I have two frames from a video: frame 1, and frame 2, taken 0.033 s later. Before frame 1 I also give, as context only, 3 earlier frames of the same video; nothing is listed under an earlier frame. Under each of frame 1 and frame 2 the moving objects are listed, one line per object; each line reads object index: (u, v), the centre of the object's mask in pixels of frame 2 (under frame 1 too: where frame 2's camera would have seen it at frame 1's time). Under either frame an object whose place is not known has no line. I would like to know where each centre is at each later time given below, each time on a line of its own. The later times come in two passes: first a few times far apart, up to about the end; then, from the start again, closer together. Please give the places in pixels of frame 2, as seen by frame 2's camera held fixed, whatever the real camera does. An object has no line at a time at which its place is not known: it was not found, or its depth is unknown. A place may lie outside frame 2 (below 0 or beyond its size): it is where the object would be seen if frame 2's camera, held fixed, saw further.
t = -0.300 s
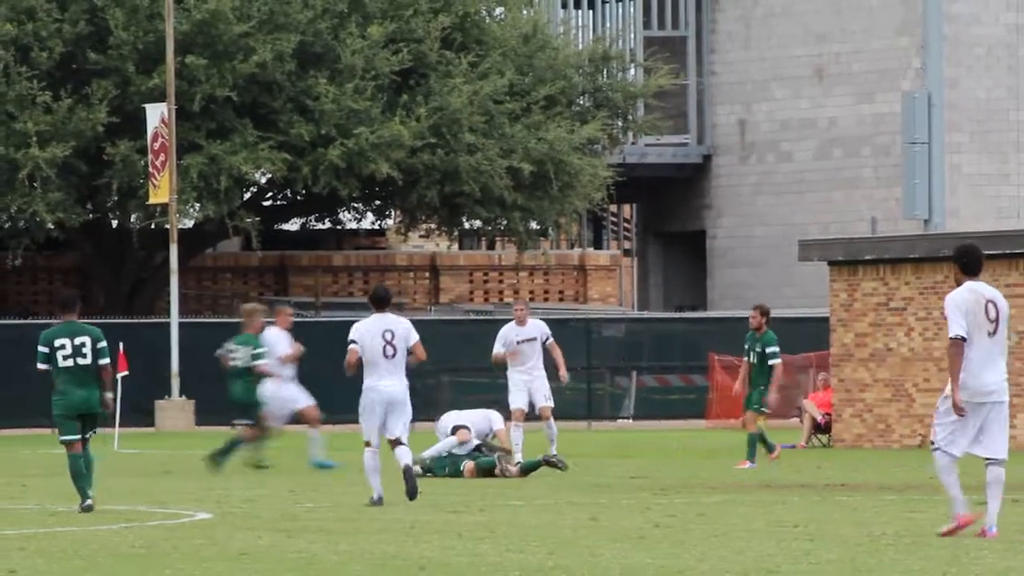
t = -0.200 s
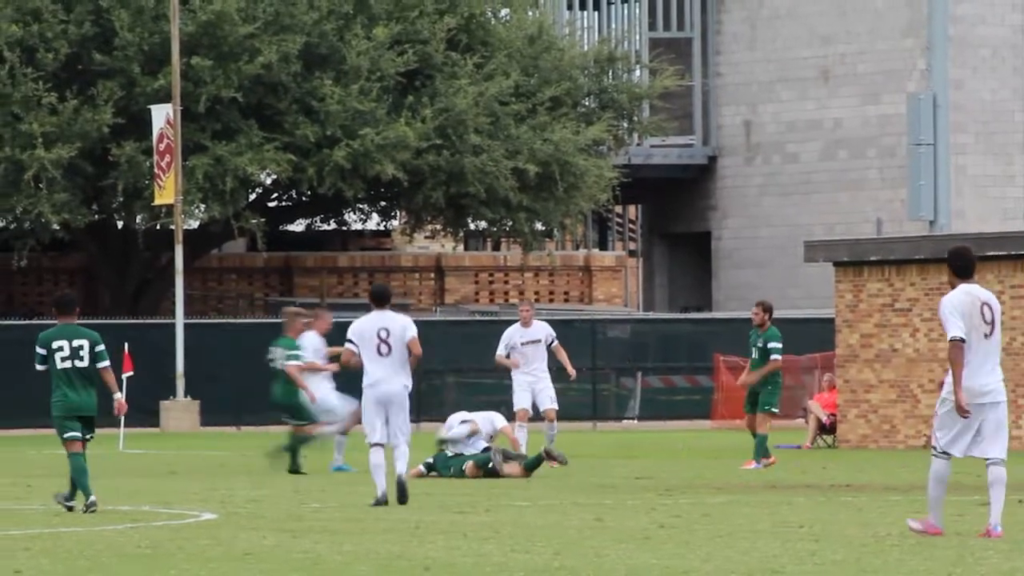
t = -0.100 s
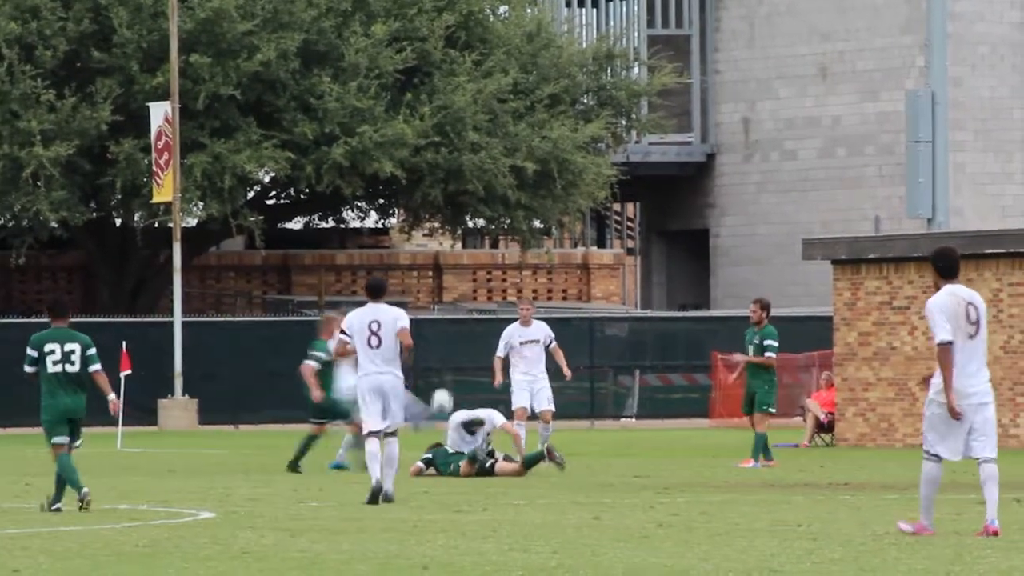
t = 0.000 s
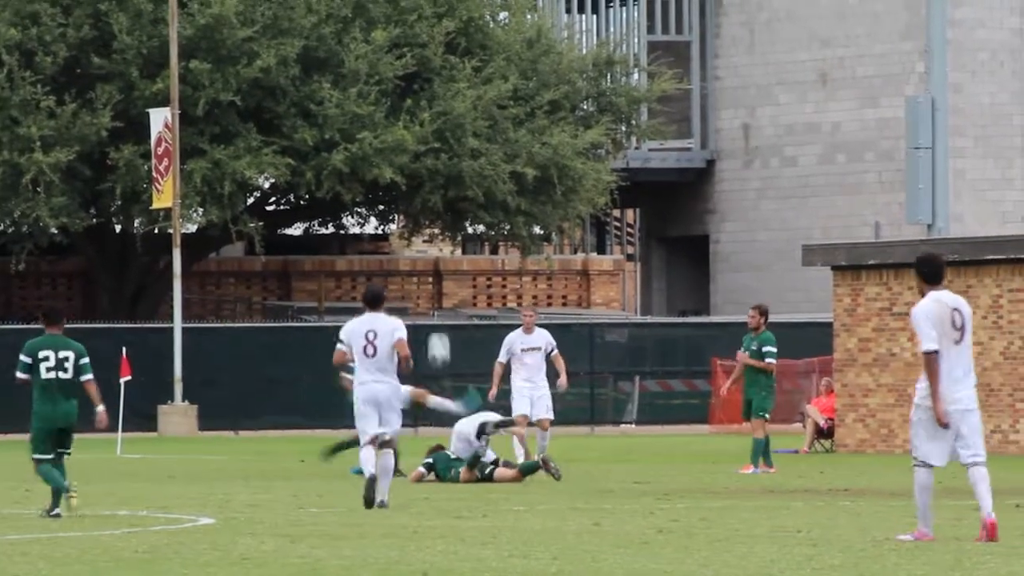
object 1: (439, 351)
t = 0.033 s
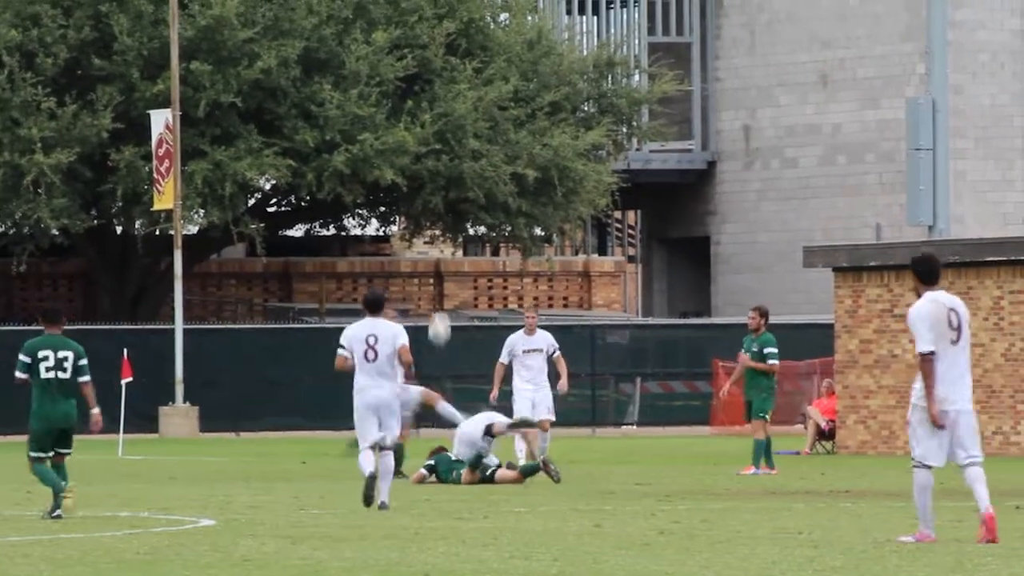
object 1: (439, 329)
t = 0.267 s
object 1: (431, 209)
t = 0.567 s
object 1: (418, 130)
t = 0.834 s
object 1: (406, 136)
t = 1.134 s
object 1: (392, 230)
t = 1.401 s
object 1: (381, 402)
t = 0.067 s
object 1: (438, 307)
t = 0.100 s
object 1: (436, 291)
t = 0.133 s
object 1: (436, 272)
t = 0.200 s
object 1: (434, 236)
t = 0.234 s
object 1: (432, 222)
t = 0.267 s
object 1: (431, 209)
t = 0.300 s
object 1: (430, 196)
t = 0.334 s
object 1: (429, 182)
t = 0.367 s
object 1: (427, 171)
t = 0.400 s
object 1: (426, 163)
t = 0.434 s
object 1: (425, 155)
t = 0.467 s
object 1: (423, 147)
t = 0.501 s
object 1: (422, 139)
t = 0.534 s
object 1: (420, 134)
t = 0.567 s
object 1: (418, 130)
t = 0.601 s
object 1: (417, 126)
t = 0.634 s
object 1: (416, 125)
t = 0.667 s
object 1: (414, 124)
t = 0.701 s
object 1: (412, 124)
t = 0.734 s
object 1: (411, 126)
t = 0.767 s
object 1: (409, 127)
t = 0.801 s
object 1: (407, 132)
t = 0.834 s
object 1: (406, 136)
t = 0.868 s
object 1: (405, 142)
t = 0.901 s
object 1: (403, 149)
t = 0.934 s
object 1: (401, 158)
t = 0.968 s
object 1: (399, 167)
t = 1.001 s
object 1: (398, 178)
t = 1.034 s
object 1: (396, 190)
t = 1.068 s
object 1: (395, 203)
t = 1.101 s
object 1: (393, 218)
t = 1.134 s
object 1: (392, 230)
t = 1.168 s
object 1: (390, 249)
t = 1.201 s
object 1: (389, 265)
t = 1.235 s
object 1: (387, 284)
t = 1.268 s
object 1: (386, 304)
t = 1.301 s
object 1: (384, 328)
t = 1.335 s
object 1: (383, 351)
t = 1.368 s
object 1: (382, 375)
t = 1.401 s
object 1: (381, 402)
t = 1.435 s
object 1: (380, 423)
